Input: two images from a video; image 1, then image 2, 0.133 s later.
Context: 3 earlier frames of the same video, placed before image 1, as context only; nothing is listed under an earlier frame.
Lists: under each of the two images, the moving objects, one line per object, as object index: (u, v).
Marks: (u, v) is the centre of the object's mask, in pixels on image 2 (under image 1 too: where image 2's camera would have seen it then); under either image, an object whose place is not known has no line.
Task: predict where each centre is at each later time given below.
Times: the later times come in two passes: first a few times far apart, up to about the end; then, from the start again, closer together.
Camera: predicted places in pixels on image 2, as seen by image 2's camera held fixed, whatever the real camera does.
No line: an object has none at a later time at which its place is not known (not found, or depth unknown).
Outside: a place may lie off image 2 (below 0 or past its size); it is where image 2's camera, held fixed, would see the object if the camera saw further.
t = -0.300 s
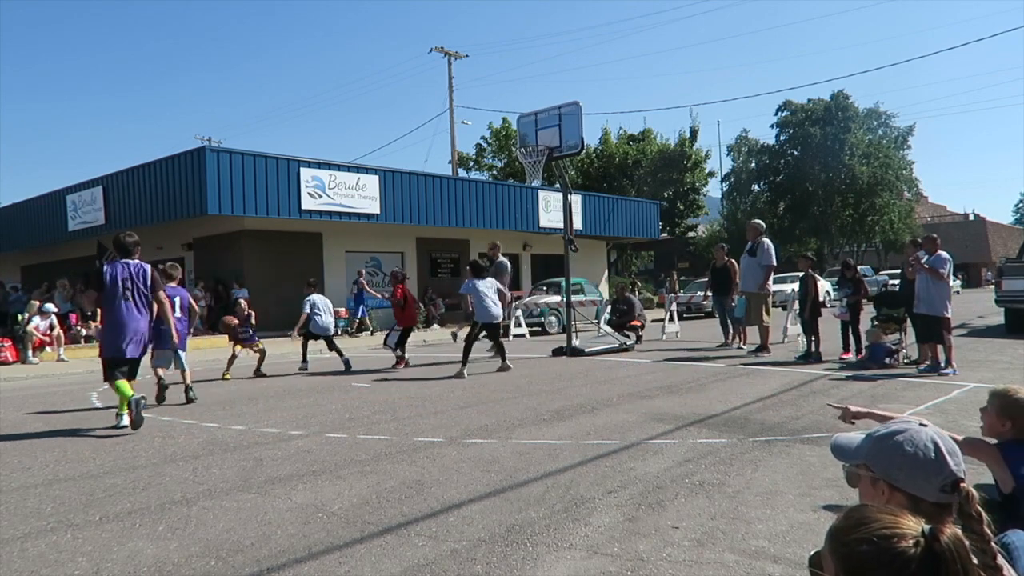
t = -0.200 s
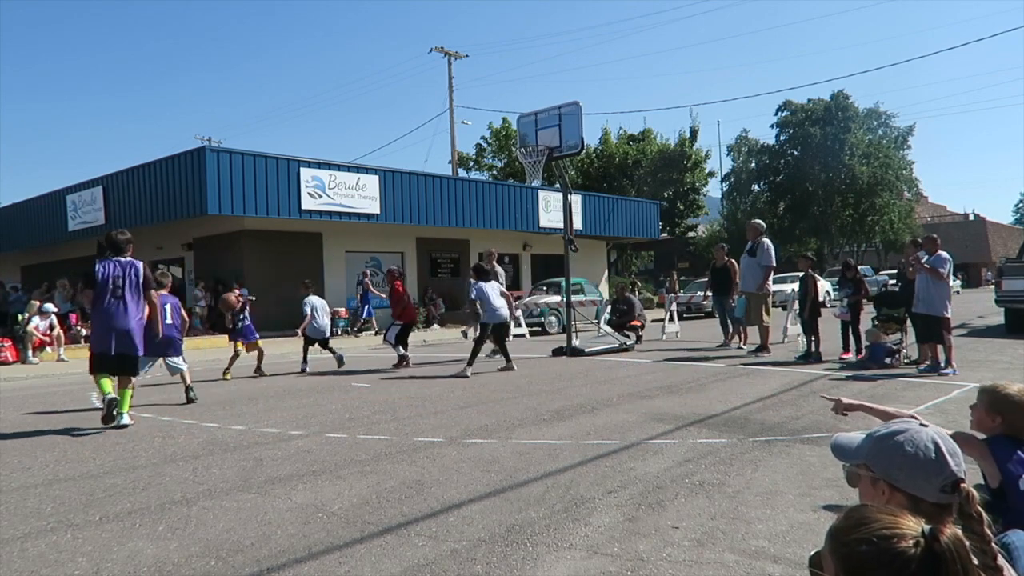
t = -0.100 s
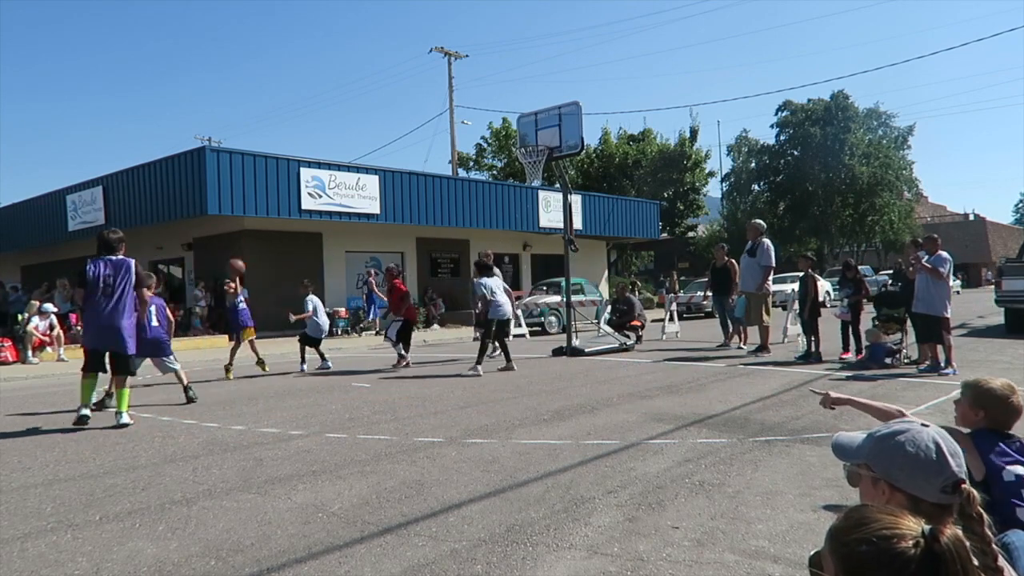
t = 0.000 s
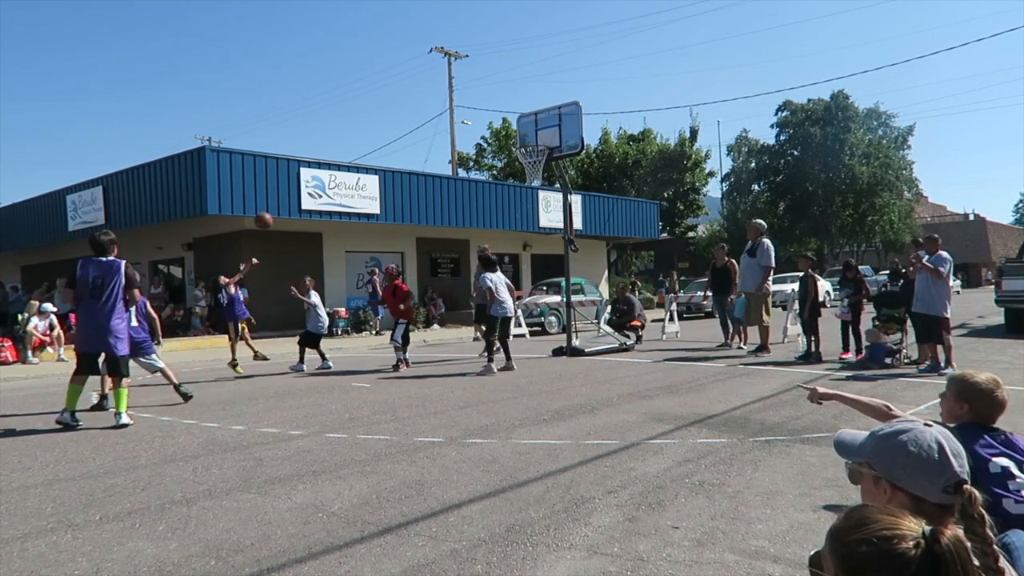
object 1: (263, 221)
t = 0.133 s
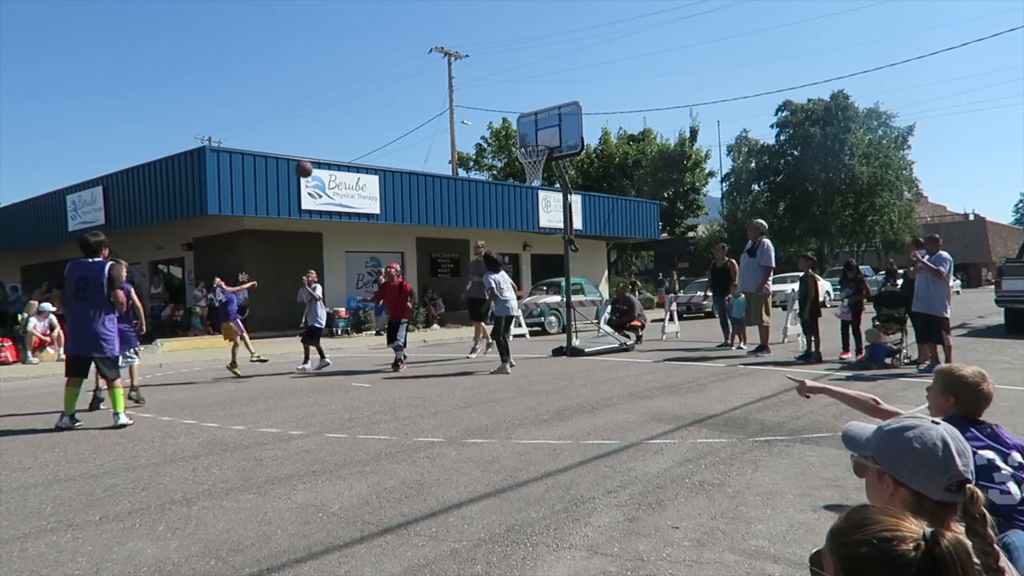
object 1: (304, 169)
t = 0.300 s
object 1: (353, 125)
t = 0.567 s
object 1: (430, 98)
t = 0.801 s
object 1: (494, 114)
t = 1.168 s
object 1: (528, 156)
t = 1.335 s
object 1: (536, 185)
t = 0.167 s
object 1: (313, 158)
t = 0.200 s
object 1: (323, 149)
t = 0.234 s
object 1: (333, 140)
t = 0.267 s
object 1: (343, 133)
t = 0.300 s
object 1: (353, 125)
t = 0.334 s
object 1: (363, 119)
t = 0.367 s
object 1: (372, 113)
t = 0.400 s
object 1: (382, 109)
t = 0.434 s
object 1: (392, 105)
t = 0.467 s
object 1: (401, 102)
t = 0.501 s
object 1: (411, 100)
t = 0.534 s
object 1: (420, 98)
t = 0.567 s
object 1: (430, 98)
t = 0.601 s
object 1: (439, 98)
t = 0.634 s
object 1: (448, 99)
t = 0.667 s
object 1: (457, 100)
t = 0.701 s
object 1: (467, 103)
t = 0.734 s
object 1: (476, 106)
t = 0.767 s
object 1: (485, 110)
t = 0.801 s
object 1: (494, 114)
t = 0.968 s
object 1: (537, 144)
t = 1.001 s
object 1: (535, 144)
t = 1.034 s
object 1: (532, 146)
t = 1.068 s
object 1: (532, 153)
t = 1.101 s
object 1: (530, 156)
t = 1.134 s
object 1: (529, 156)
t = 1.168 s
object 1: (528, 156)
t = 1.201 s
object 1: (522, 156)
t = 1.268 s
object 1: (534, 176)
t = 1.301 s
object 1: (535, 180)
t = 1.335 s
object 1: (536, 185)
